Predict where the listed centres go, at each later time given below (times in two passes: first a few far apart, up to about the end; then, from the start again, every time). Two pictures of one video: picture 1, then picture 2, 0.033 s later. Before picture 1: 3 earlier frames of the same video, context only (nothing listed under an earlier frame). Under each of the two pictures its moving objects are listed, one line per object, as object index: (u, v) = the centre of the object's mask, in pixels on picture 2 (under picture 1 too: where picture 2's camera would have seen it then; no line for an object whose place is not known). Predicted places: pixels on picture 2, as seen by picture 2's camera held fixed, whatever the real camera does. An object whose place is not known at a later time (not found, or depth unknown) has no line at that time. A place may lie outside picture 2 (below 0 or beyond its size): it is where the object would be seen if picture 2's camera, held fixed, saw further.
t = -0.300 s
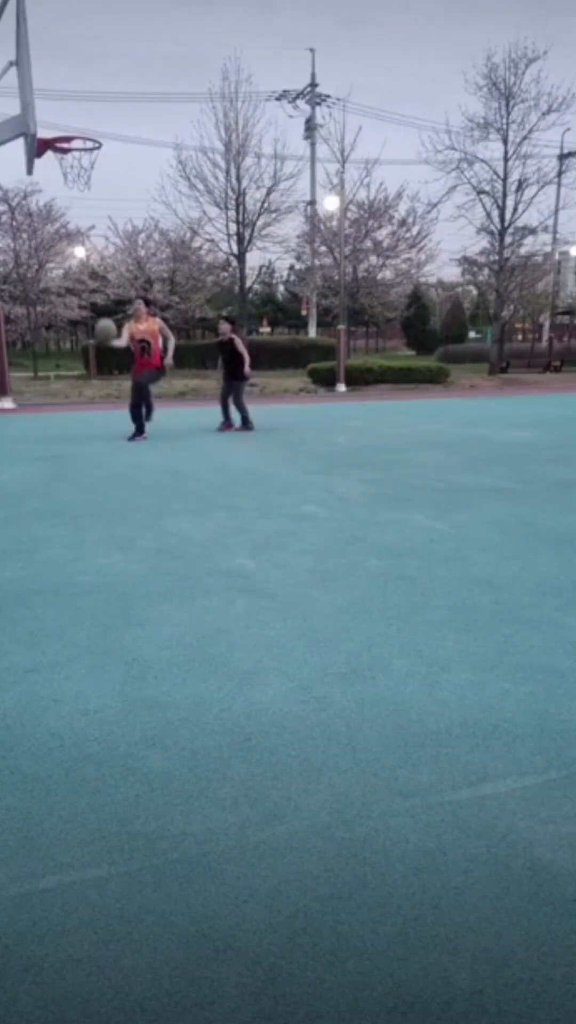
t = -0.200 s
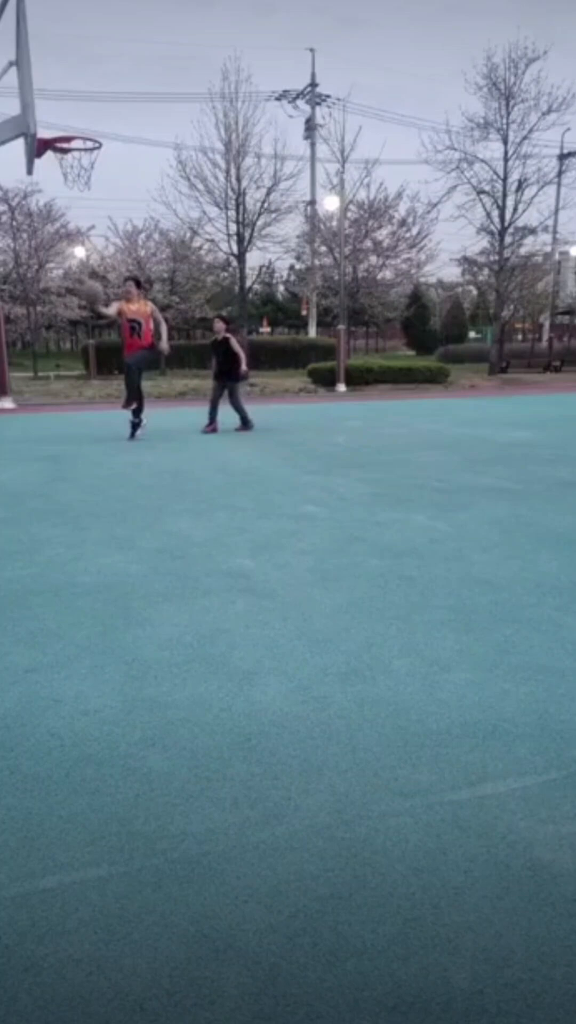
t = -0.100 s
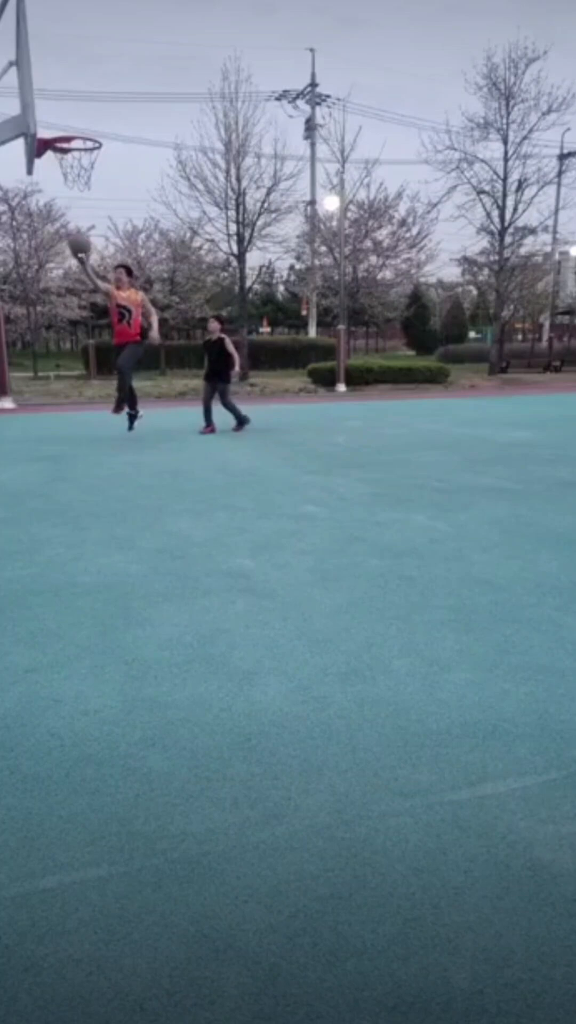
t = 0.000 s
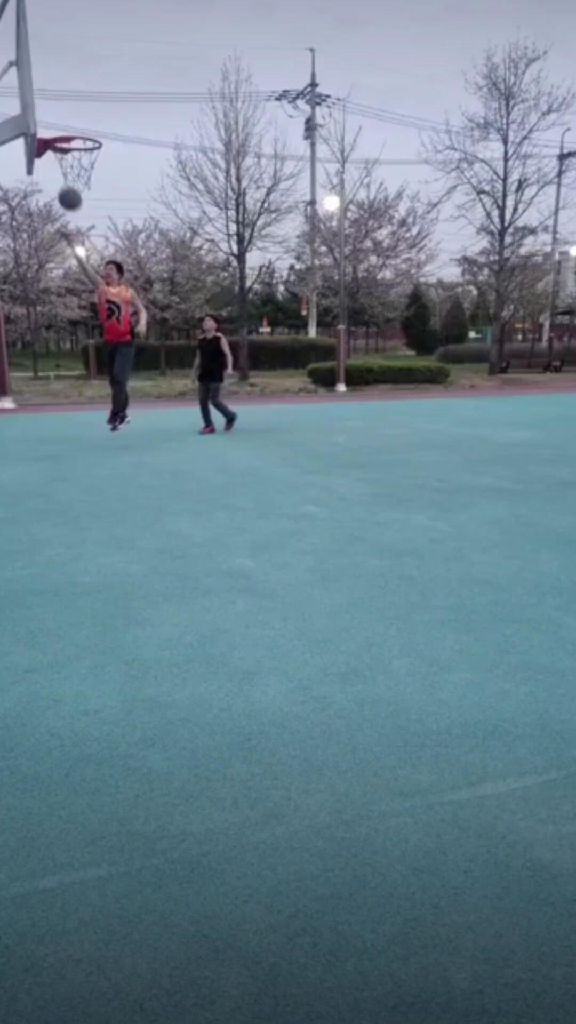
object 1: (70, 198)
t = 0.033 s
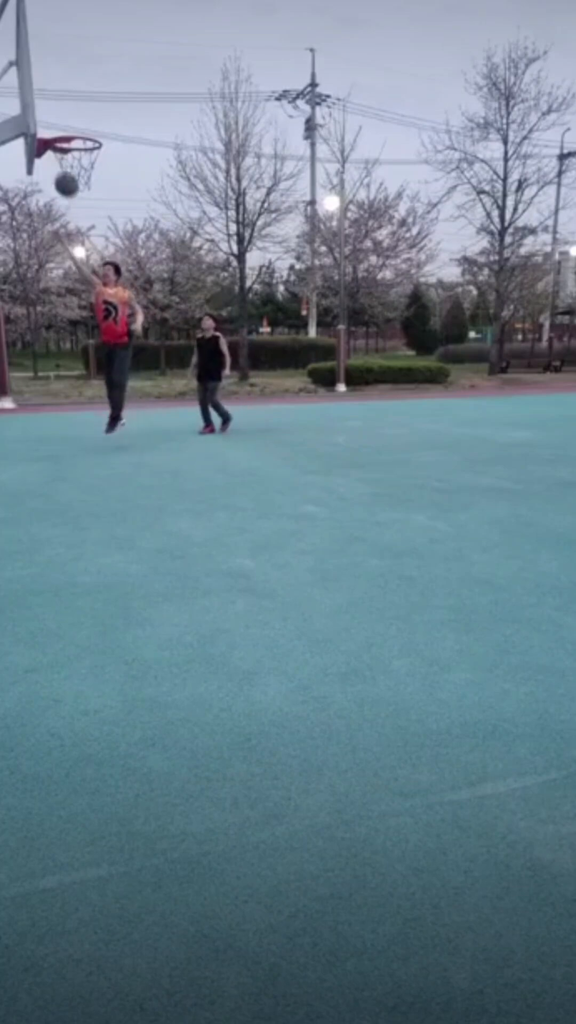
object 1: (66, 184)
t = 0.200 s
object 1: (51, 126)
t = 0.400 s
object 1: (49, 101)
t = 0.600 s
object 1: (65, 124)
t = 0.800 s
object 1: (93, 126)
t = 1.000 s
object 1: (110, 135)
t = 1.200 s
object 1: (130, 174)
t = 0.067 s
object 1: (63, 172)
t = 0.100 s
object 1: (60, 161)
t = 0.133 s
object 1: (58, 153)
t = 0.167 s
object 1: (52, 131)
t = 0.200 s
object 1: (51, 126)
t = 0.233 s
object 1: (48, 120)
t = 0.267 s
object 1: (46, 113)
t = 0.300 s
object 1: (44, 107)
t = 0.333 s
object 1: (45, 103)
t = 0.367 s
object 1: (47, 101)
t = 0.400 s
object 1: (49, 101)
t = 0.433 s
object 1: (51, 102)
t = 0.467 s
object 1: (54, 104)
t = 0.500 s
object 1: (56, 107)
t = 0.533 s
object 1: (59, 112)
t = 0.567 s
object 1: (62, 118)
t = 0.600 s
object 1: (65, 124)
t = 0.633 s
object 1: (69, 125)
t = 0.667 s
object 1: (74, 123)
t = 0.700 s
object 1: (78, 122)
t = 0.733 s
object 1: (83, 123)
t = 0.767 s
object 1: (88, 124)
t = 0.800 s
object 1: (93, 126)
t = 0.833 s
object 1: (97, 129)
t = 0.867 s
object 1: (100, 128)
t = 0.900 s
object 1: (102, 129)
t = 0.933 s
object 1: (104, 130)
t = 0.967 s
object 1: (107, 133)
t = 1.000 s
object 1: (110, 135)
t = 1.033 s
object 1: (113, 139)
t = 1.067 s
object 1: (117, 144)
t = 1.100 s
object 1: (120, 150)
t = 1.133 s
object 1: (123, 157)
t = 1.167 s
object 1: (127, 165)
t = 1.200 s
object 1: (130, 174)
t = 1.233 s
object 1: (134, 184)
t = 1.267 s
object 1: (138, 196)
